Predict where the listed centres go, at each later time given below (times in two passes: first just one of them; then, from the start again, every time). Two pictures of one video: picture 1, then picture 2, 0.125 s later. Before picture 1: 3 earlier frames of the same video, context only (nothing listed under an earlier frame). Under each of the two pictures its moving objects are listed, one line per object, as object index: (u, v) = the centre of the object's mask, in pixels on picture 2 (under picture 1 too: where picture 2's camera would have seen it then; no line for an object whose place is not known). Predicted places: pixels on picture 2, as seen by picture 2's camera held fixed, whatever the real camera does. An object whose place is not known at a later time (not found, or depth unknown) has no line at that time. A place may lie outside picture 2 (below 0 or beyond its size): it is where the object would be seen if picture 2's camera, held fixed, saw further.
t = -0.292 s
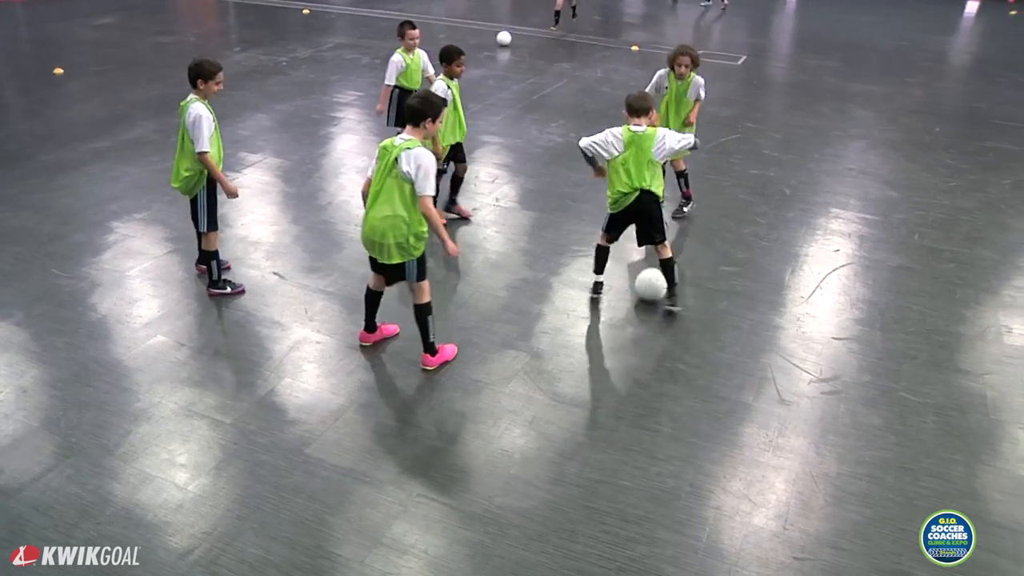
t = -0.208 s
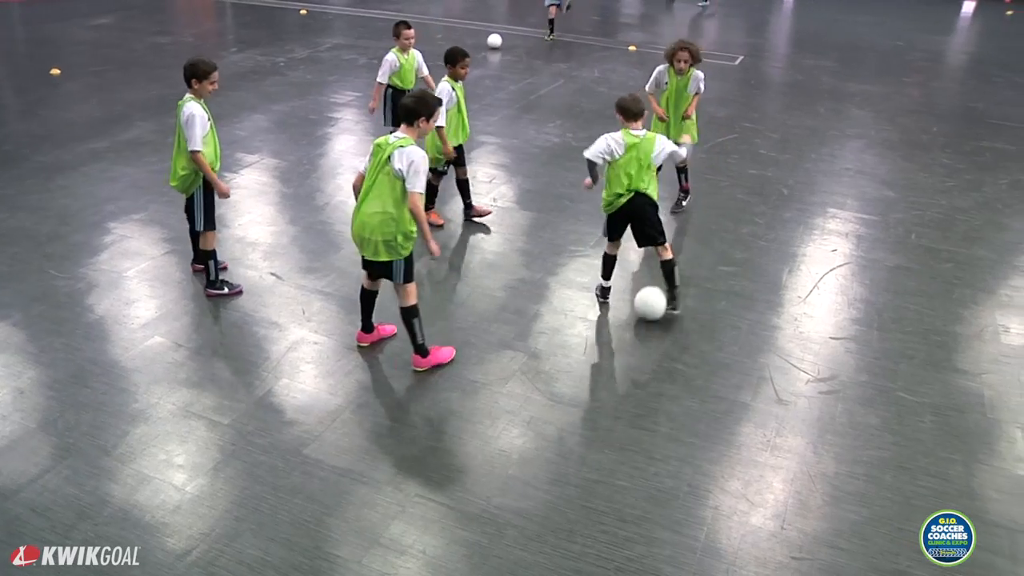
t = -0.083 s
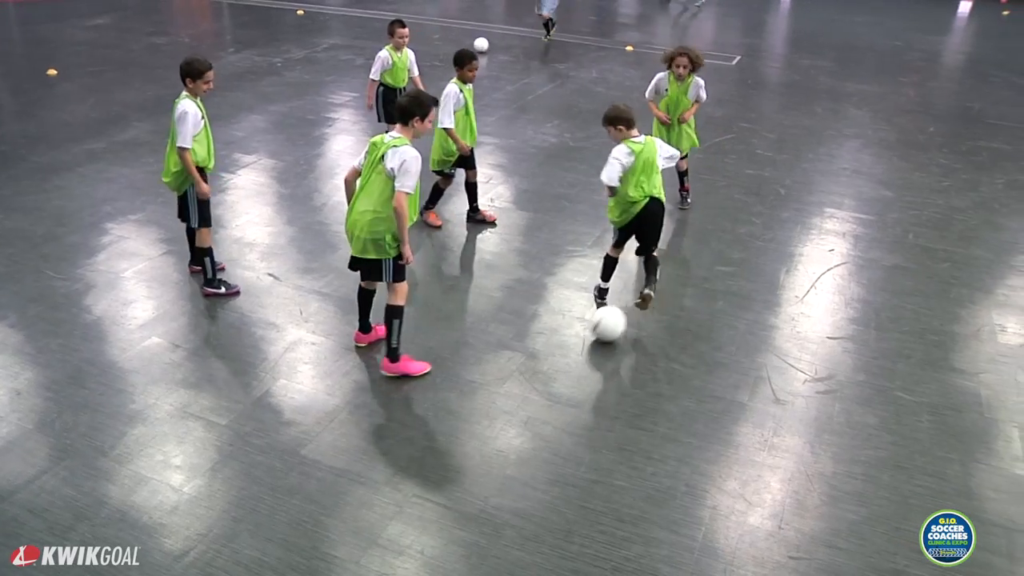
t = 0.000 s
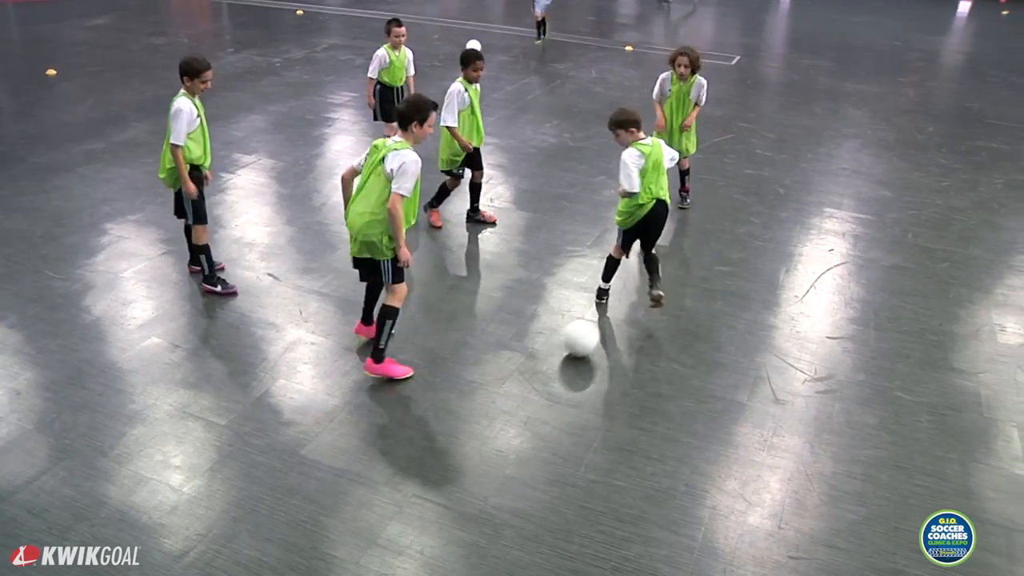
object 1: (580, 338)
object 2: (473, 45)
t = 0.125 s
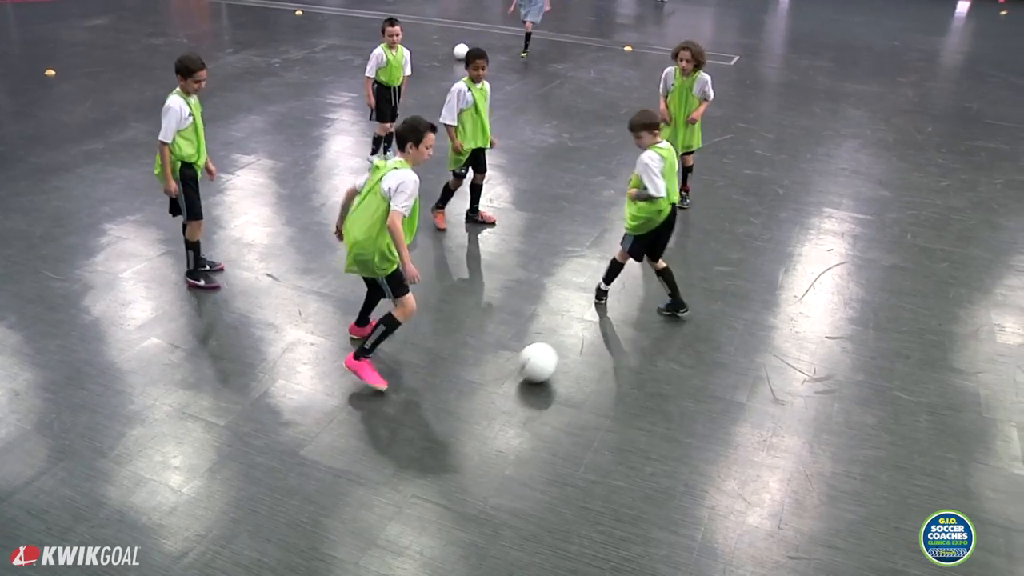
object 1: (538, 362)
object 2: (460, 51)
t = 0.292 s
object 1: (476, 398)
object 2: (446, 57)
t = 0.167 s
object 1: (523, 370)
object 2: (457, 53)
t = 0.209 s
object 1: (508, 379)
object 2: (454, 54)
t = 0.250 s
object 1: (492, 389)
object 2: (450, 55)
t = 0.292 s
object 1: (476, 398)
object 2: (446, 57)
